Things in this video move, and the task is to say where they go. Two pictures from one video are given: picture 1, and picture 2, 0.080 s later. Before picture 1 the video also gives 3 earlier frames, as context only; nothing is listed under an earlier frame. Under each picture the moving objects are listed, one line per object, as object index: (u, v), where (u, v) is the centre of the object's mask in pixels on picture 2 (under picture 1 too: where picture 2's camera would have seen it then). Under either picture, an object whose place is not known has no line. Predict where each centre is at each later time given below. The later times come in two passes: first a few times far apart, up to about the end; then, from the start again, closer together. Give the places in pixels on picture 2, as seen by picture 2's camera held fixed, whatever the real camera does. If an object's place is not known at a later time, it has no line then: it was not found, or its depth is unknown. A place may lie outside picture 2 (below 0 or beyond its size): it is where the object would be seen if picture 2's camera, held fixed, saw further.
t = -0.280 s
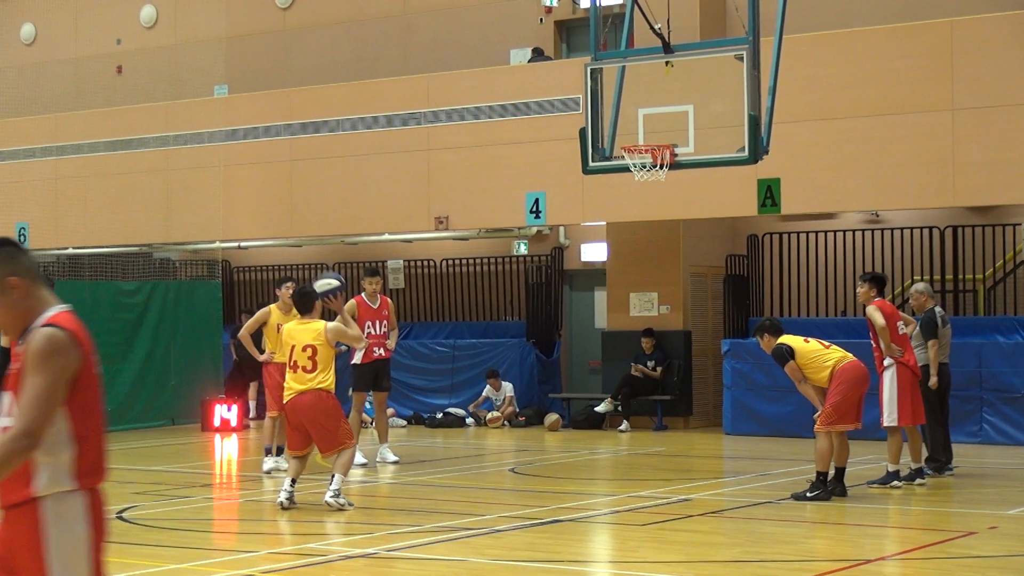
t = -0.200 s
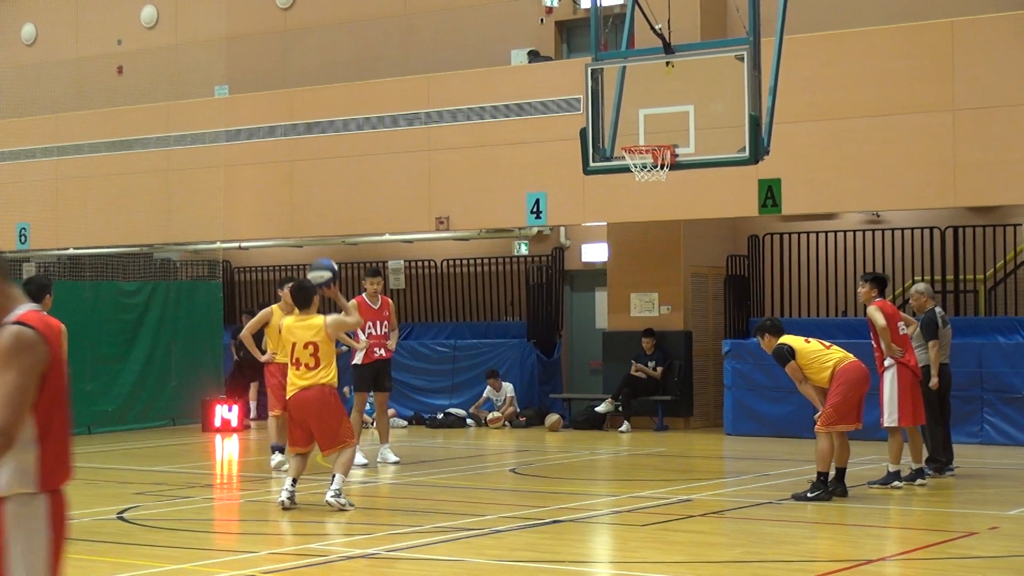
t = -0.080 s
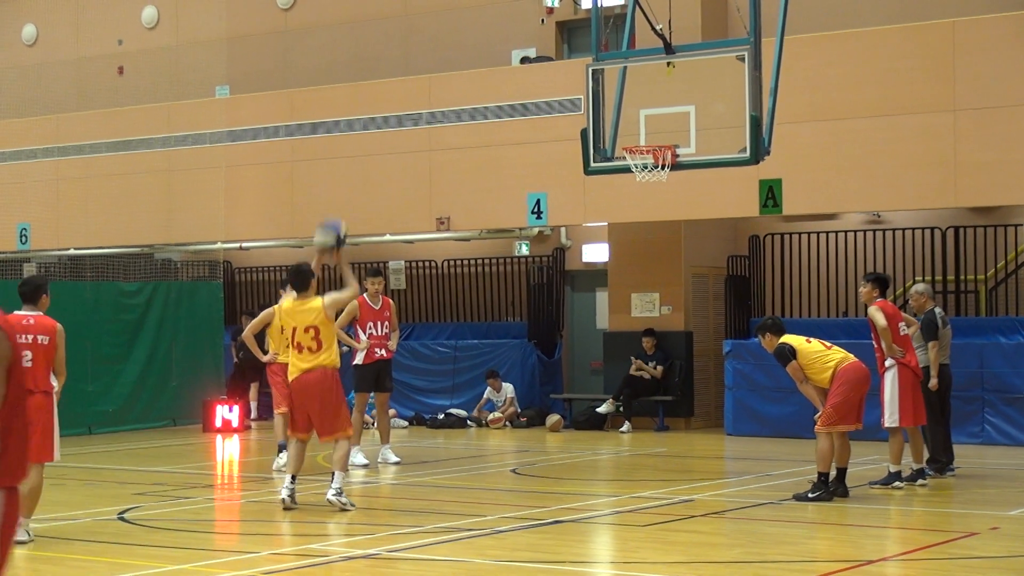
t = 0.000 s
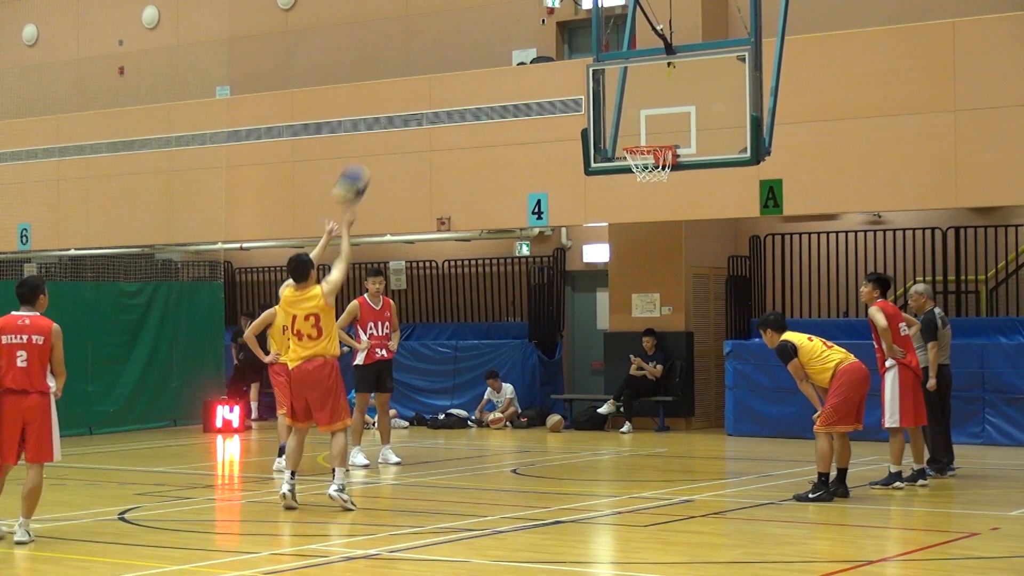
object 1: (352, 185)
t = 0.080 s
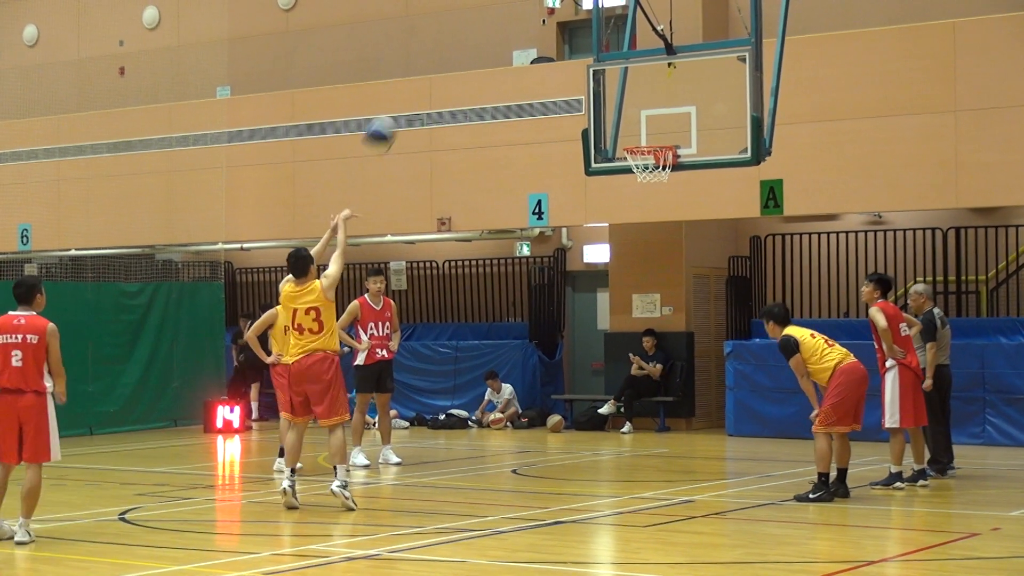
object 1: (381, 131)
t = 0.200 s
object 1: (420, 78)
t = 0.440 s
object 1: (491, 24)
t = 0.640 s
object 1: (545, 29)
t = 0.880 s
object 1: (604, 88)
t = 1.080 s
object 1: (645, 134)
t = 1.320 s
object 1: (658, 119)
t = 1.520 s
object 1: (649, 128)
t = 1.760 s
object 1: (647, 138)
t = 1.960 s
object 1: (648, 182)
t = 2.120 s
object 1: (648, 237)
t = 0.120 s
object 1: (393, 111)
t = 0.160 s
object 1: (407, 94)
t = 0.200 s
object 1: (420, 78)
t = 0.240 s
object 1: (432, 65)
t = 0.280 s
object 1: (445, 53)
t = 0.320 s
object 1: (456, 43)
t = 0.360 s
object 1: (469, 35)
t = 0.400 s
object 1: (480, 28)
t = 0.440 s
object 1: (491, 24)
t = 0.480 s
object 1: (503, 21)
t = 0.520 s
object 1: (513, 21)
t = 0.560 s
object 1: (524, 22)
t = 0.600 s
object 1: (535, 25)
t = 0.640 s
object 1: (545, 29)
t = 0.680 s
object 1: (556, 35)
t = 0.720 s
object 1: (566, 43)
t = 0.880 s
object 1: (604, 88)
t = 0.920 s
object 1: (615, 104)
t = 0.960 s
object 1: (624, 121)
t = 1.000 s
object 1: (632, 136)
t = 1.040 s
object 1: (638, 135)
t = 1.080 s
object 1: (645, 134)
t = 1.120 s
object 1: (651, 135)
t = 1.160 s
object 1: (658, 135)
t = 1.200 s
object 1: (661, 132)
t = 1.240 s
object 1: (660, 126)
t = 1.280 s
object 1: (659, 122)
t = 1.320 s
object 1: (658, 119)
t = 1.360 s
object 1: (656, 118)
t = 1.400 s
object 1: (654, 118)
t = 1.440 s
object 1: (653, 119)
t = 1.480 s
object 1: (651, 123)
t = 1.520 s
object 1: (649, 128)
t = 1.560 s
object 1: (647, 135)
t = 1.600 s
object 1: (647, 134)
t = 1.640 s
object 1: (647, 134)
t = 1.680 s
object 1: (647, 134)
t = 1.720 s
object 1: (647, 136)
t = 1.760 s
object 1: (647, 138)
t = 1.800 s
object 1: (647, 144)
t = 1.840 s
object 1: (648, 153)
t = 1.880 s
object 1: (648, 160)
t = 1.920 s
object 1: (647, 170)
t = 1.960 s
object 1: (648, 182)
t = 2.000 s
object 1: (647, 192)
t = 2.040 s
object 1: (647, 205)
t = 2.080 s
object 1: (647, 220)
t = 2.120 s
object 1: (648, 237)
